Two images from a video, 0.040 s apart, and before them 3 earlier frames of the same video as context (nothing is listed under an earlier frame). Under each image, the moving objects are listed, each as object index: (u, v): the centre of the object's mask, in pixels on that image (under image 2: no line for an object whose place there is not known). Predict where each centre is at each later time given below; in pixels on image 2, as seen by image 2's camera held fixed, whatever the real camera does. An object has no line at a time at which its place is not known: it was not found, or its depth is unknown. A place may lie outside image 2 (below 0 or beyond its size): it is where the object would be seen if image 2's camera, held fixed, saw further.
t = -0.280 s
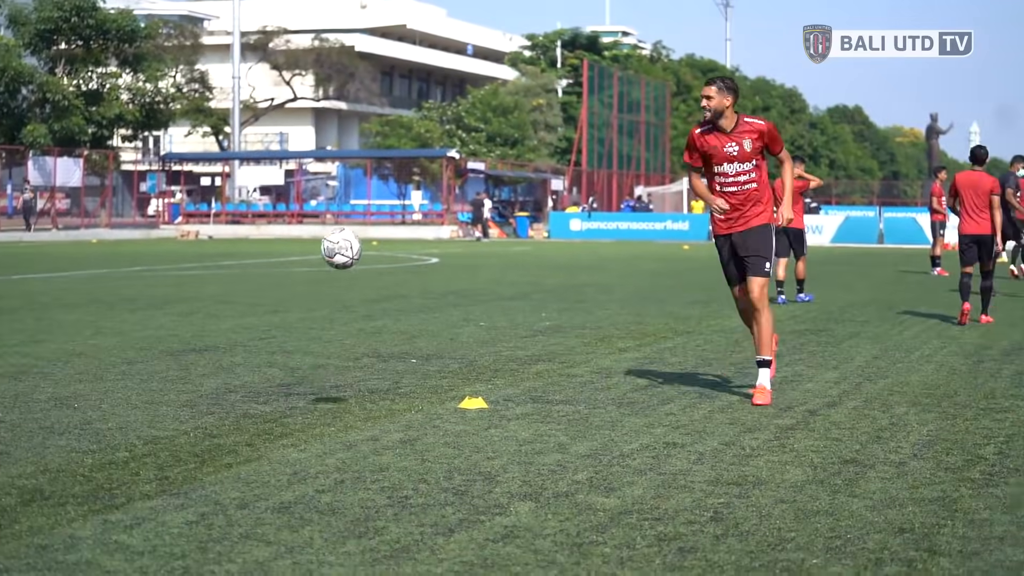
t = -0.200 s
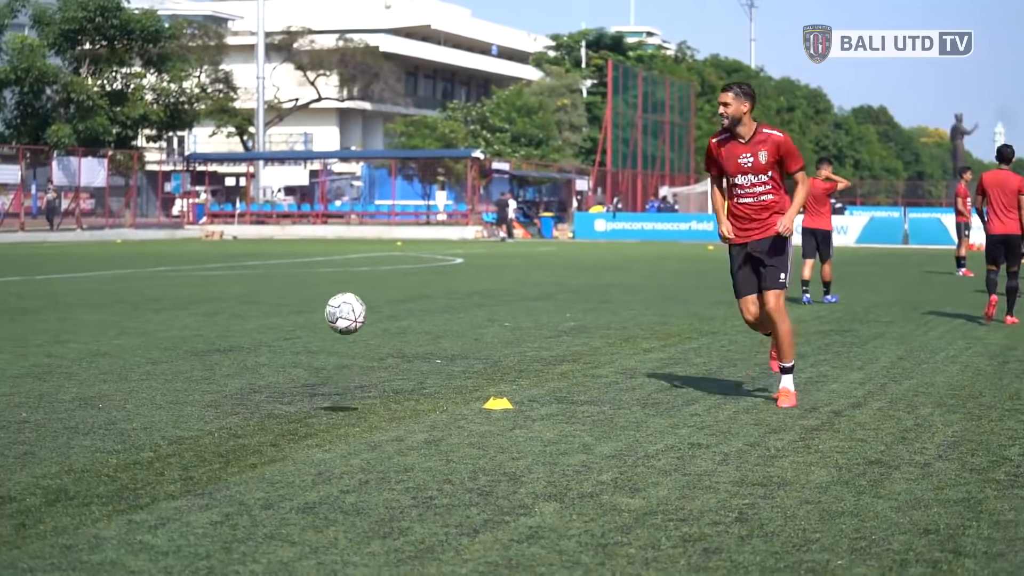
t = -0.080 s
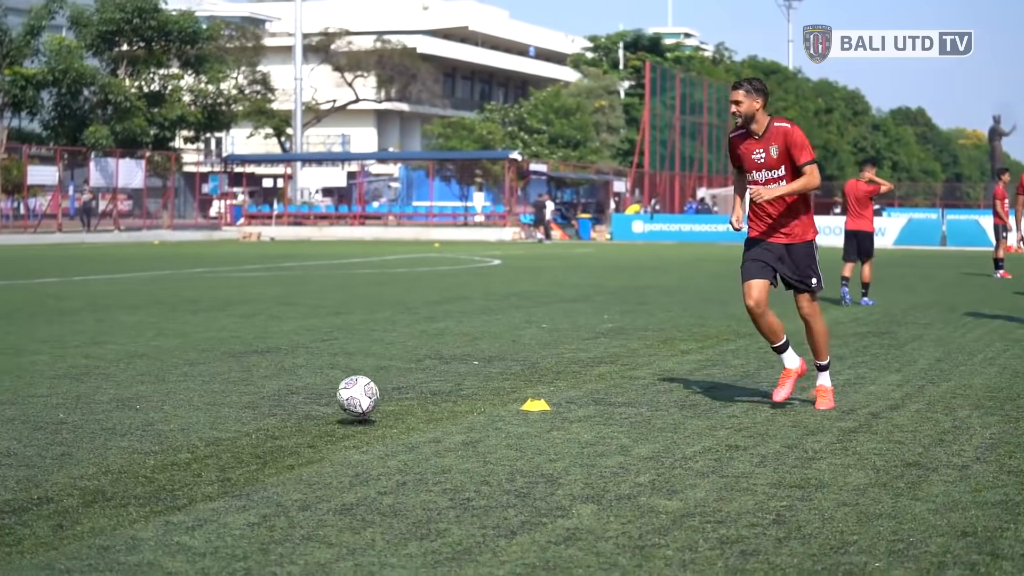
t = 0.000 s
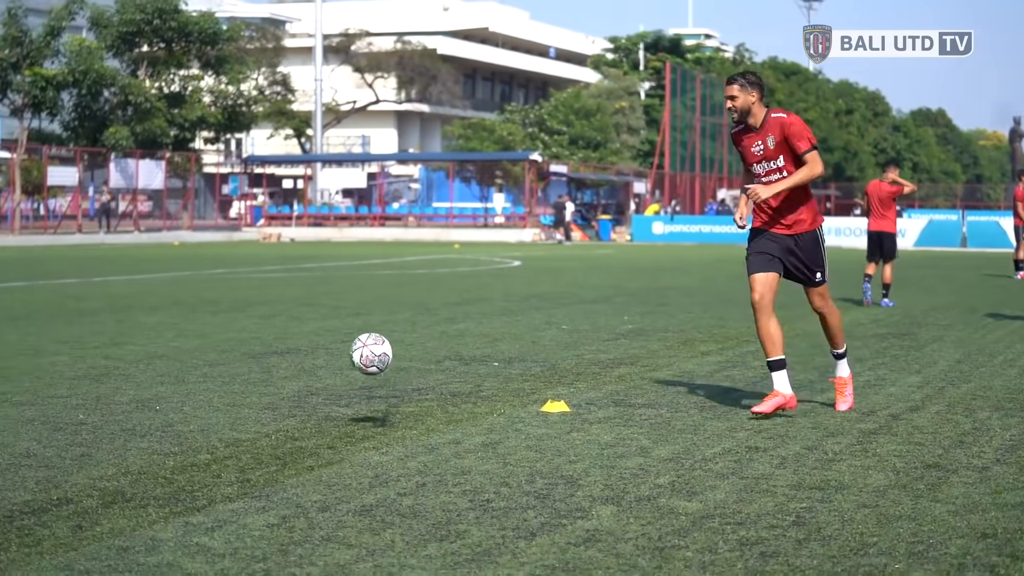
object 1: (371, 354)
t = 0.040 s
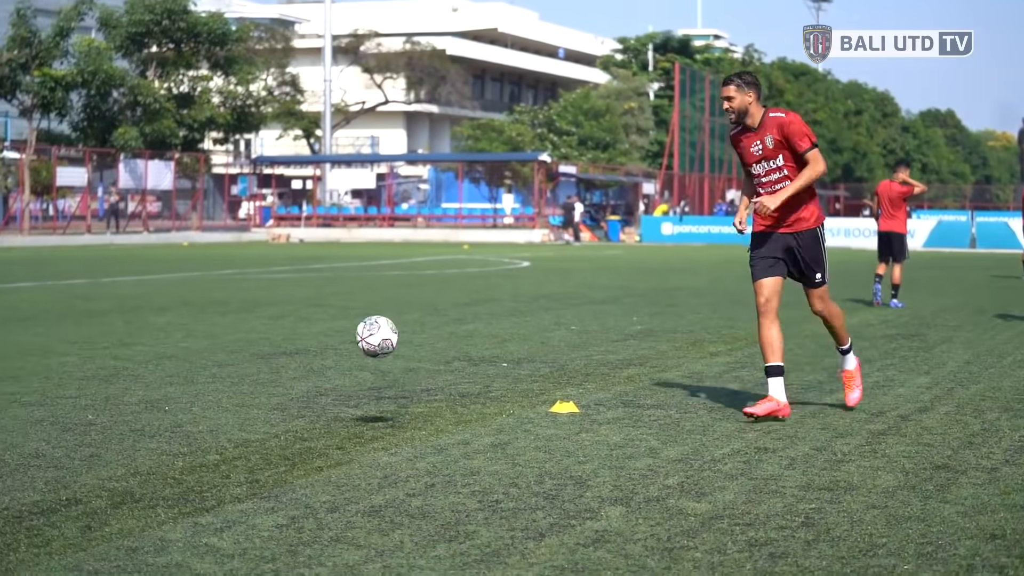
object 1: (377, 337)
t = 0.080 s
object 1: (375, 321)
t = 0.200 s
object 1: (369, 293)
